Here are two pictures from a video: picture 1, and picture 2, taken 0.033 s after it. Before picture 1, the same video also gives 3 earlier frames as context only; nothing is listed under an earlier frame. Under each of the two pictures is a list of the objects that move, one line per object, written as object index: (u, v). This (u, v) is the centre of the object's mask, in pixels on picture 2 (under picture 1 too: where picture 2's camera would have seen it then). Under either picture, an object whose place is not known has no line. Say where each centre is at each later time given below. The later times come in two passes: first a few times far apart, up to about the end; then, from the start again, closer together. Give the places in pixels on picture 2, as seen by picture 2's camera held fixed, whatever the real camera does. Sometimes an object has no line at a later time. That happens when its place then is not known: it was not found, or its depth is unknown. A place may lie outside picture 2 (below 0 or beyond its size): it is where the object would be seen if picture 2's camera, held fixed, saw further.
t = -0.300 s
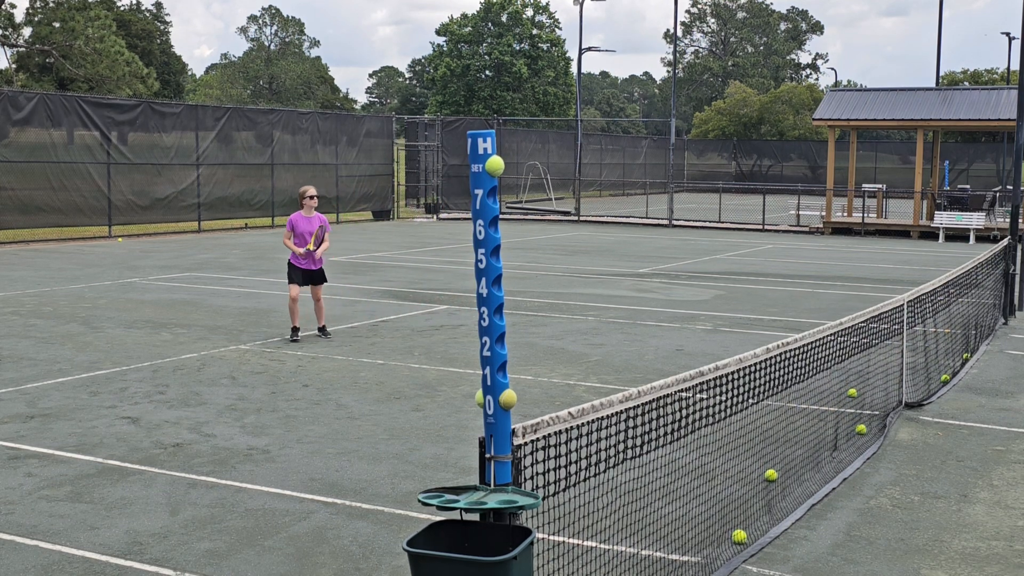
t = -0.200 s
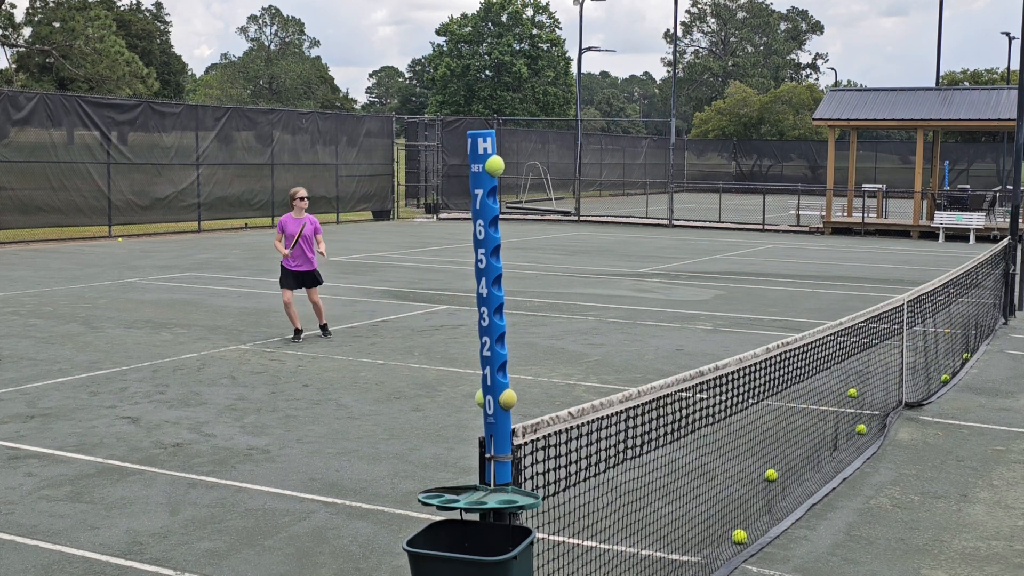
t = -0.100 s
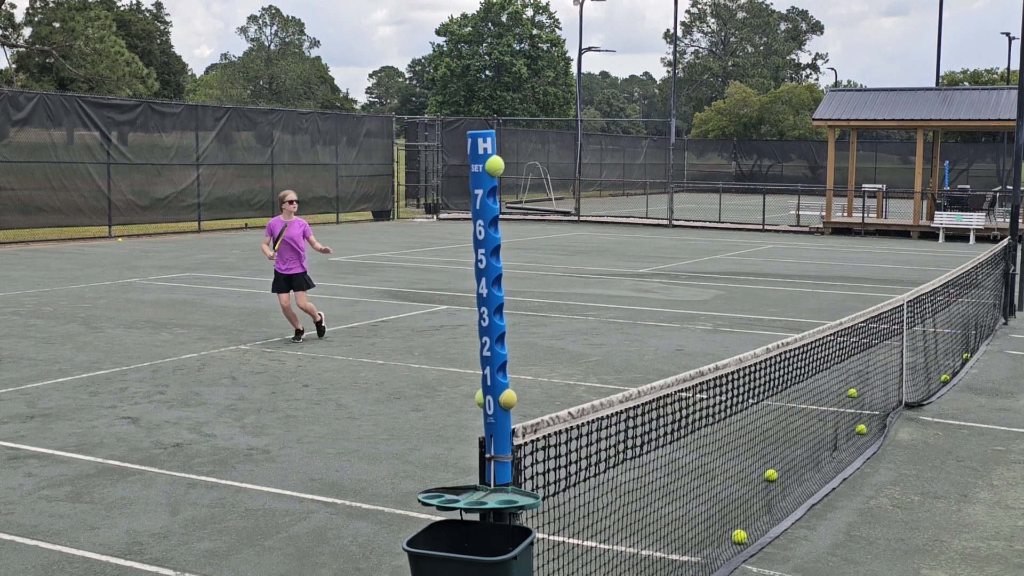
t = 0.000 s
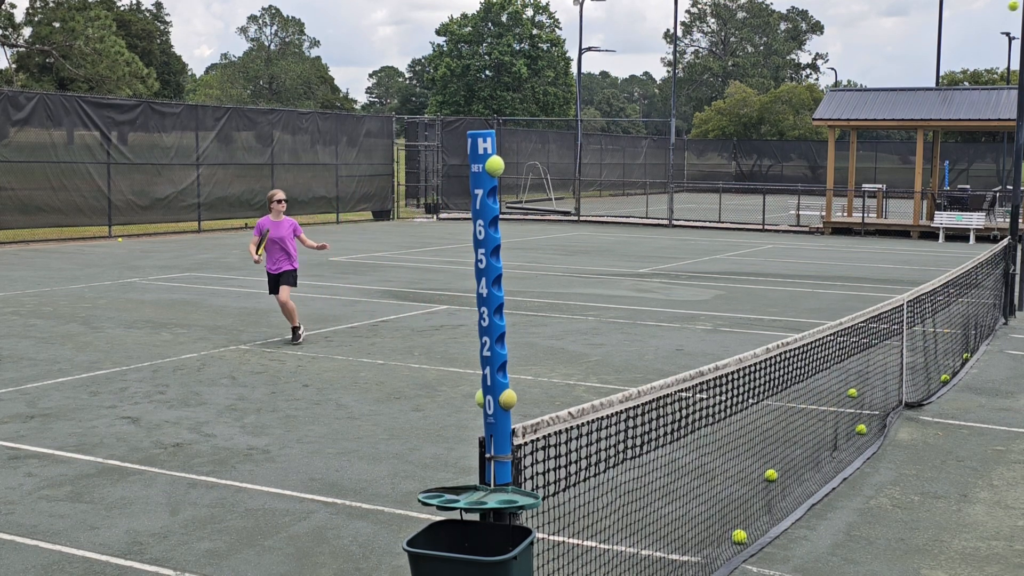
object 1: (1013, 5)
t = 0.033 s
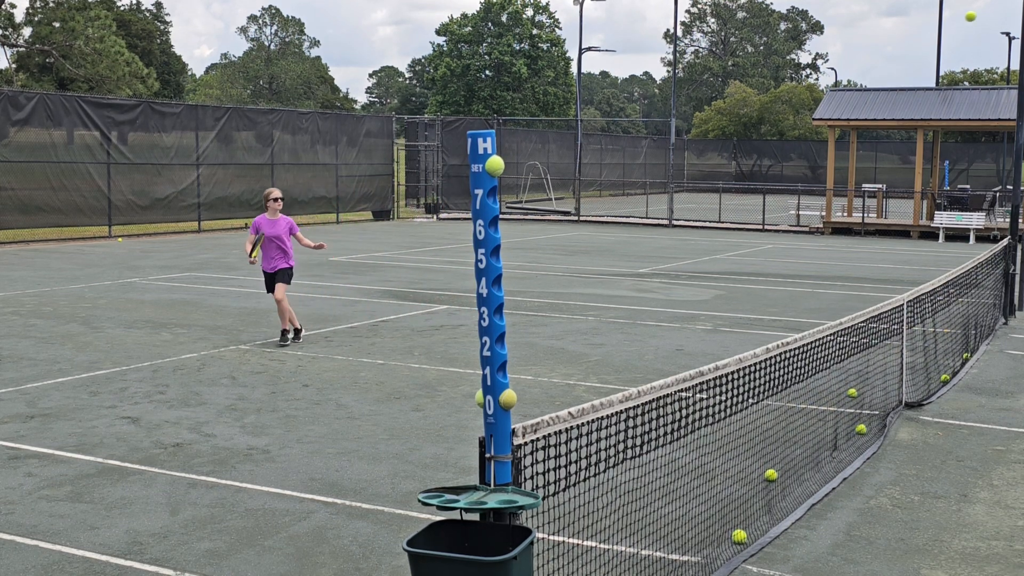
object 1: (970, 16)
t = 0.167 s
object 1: (808, 72)
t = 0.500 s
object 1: (461, 290)
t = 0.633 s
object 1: (347, 395)
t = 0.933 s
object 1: (232, 227)
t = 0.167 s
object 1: (808, 72)
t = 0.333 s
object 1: (624, 170)
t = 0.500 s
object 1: (461, 290)
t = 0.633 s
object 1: (347, 395)
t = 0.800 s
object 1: (282, 286)
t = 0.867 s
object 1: (257, 254)
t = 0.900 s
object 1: (245, 240)
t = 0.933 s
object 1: (232, 227)
